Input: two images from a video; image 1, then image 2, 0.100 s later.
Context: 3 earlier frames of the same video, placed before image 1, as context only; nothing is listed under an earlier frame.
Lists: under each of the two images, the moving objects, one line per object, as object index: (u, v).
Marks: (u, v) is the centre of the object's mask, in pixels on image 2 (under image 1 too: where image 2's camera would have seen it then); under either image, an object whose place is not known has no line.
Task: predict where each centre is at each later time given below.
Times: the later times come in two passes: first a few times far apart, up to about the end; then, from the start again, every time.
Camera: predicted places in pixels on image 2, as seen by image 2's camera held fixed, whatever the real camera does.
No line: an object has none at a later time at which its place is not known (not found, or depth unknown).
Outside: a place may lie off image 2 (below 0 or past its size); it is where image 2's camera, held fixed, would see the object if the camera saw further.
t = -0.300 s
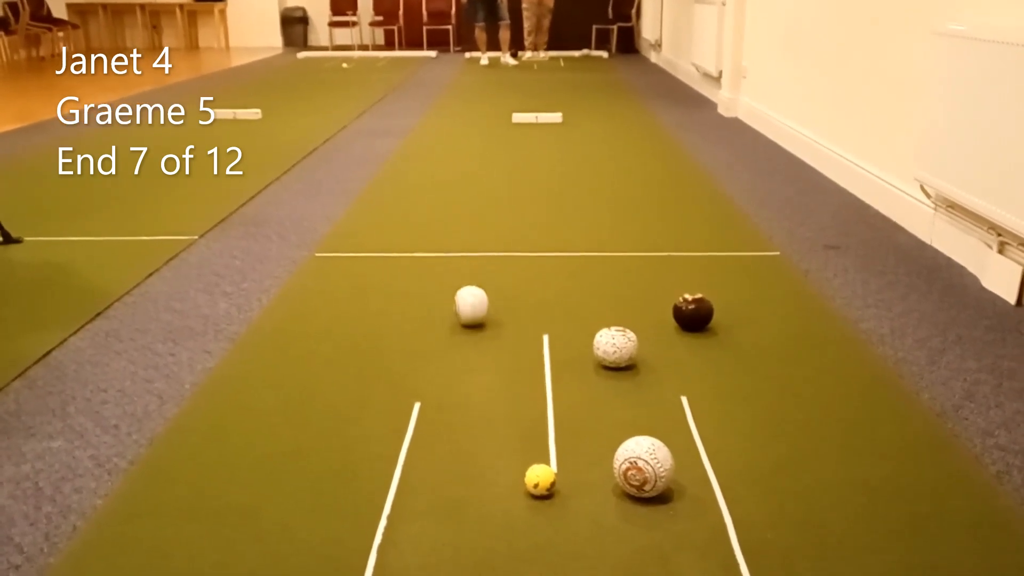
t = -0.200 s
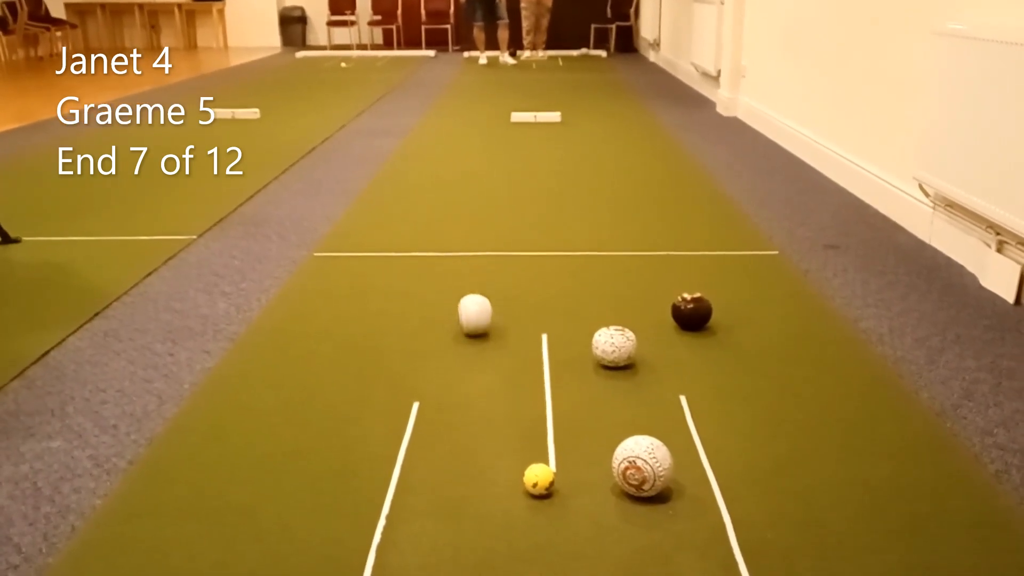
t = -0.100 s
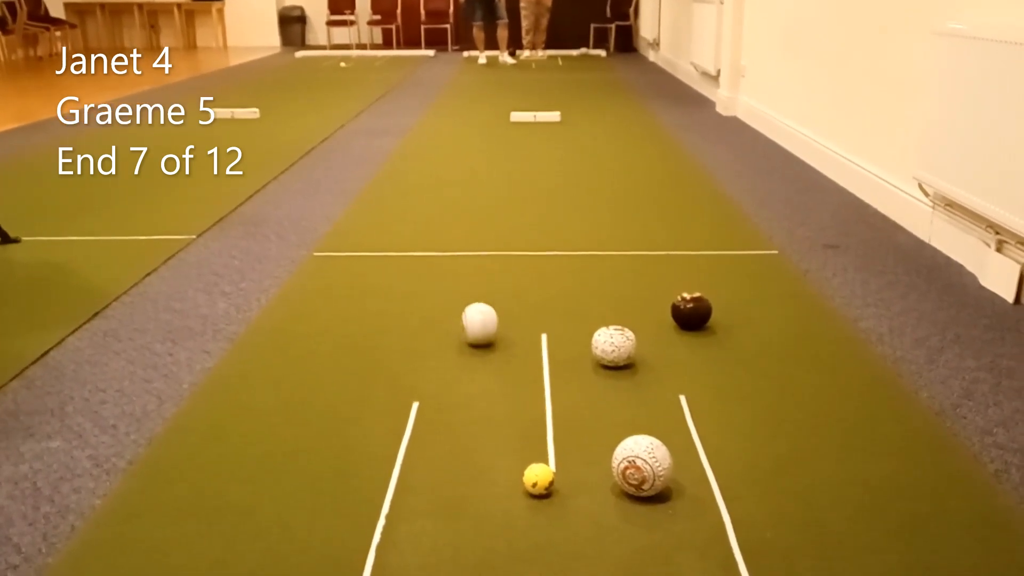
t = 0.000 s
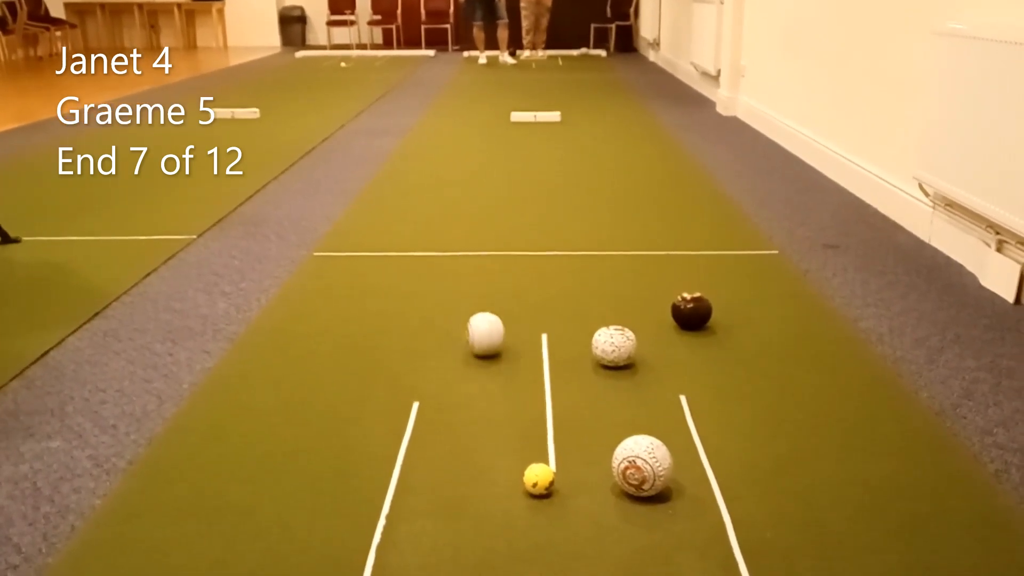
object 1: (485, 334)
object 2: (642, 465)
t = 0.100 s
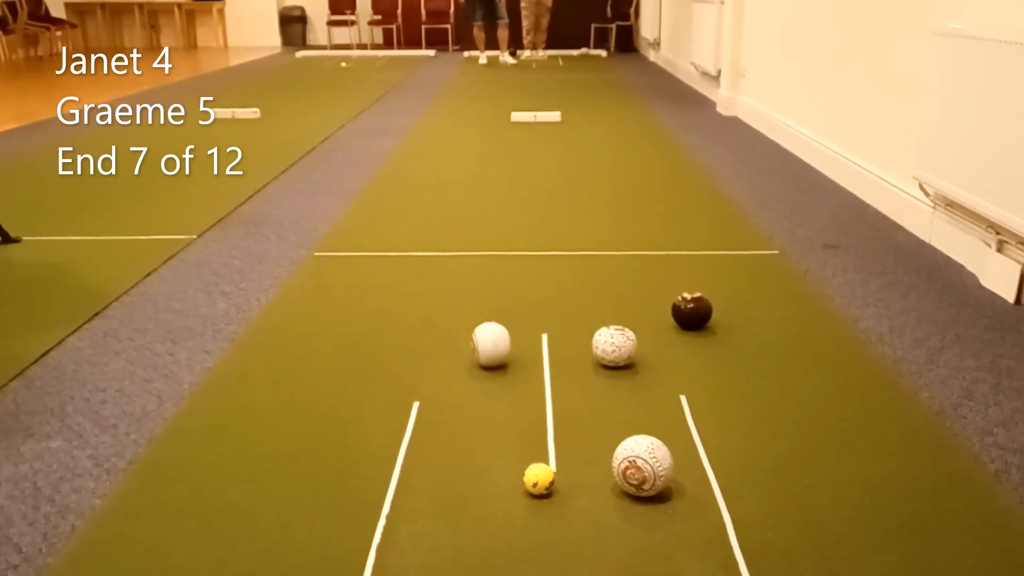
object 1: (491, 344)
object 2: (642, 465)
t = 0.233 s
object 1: (499, 359)
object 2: (642, 465)
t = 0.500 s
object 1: (517, 389)
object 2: (643, 465)
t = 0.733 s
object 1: (534, 416)
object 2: (643, 465)
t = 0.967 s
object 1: (556, 443)
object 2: (643, 465)
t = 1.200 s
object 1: (585, 466)
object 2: (644, 465)
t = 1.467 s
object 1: (599, 487)
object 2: (659, 464)
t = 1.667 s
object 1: (608, 501)
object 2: (663, 463)
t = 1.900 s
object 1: (617, 516)
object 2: (664, 463)
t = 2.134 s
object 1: (625, 527)
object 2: (663, 463)
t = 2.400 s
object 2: (663, 464)
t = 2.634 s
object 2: (664, 463)
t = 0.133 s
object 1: (493, 348)
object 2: (642, 465)
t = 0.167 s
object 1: (495, 351)
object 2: (642, 465)
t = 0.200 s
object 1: (497, 355)
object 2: (642, 465)
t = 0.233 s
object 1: (499, 359)
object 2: (642, 465)
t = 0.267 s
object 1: (501, 362)
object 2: (642, 465)
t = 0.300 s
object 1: (504, 366)
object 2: (642, 465)
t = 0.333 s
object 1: (506, 370)
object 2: (642, 465)
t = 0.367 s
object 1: (508, 374)
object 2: (642, 465)
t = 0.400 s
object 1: (510, 377)
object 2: (643, 465)
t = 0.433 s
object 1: (513, 381)
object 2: (642, 465)
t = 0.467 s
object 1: (515, 385)
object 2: (642, 465)
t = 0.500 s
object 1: (517, 389)
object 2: (643, 465)
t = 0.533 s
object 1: (520, 393)
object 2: (643, 466)
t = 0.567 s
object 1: (522, 397)
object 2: (643, 465)
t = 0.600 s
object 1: (524, 400)
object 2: (643, 465)
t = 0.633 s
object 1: (526, 404)
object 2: (643, 465)
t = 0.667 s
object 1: (529, 408)
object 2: (643, 465)
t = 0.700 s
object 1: (532, 412)
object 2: (643, 465)
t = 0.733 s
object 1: (534, 416)
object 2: (643, 465)
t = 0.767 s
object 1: (537, 420)
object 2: (643, 465)
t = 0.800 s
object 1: (540, 424)
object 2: (643, 465)
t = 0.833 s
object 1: (543, 428)
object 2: (643, 465)
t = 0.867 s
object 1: (546, 432)
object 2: (643, 465)
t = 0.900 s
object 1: (549, 436)
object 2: (643, 465)
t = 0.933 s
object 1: (552, 439)
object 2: (643, 465)
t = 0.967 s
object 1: (556, 443)
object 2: (643, 465)
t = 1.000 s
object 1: (560, 446)
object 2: (643, 465)
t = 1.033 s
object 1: (564, 449)
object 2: (643, 465)
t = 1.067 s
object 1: (567, 453)
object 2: (643, 465)
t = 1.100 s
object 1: (572, 457)
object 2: (644, 465)
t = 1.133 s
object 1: (576, 459)
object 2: (643, 465)
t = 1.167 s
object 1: (580, 462)
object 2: (644, 465)
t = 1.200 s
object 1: (585, 466)
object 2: (644, 465)
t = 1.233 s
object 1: (586, 469)
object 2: (645, 465)
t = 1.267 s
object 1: (588, 472)
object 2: (648, 464)
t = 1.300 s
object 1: (590, 474)
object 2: (650, 465)
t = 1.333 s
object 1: (591, 477)
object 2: (651, 465)
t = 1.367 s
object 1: (593, 480)
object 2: (654, 465)
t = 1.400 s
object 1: (595, 482)
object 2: (656, 465)
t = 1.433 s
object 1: (597, 485)
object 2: (657, 464)
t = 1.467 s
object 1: (599, 487)
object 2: (659, 464)
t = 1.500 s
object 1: (601, 490)
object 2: (660, 464)
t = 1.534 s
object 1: (602, 492)
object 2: (661, 464)
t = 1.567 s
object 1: (604, 494)
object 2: (662, 464)
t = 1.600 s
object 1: (605, 497)
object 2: (662, 463)
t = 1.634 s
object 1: (607, 499)
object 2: (663, 463)
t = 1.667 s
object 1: (608, 501)
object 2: (663, 463)
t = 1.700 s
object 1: (609, 504)
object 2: (664, 463)
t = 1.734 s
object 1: (611, 506)
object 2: (664, 463)
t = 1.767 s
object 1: (612, 508)
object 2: (664, 463)
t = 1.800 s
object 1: (613, 510)
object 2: (664, 463)
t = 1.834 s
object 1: (614, 512)
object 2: (664, 463)
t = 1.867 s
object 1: (615, 514)
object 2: (664, 463)
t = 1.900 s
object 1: (617, 516)
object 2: (664, 463)
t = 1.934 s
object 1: (618, 518)
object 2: (664, 463)
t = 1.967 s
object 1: (619, 520)
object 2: (664, 463)
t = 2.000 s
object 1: (621, 521)
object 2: (664, 463)
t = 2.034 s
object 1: (622, 523)
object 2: (663, 463)
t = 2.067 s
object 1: (623, 525)
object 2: (663, 463)
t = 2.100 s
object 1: (624, 526)
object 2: (663, 463)
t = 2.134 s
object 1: (625, 527)
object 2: (663, 463)
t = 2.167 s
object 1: (626, 529)
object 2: (663, 463)
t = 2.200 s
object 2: (663, 463)
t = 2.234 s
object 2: (663, 463)
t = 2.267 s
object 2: (663, 463)
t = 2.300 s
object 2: (663, 463)
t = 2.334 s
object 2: (663, 463)
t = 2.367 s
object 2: (663, 463)
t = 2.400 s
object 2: (663, 464)
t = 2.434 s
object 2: (663, 464)
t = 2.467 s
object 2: (664, 464)
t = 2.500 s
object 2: (664, 464)
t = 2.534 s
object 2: (664, 464)
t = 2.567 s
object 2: (664, 464)
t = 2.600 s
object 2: (664, 464)
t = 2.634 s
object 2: (664, 463)
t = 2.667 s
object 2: (664, 463)
